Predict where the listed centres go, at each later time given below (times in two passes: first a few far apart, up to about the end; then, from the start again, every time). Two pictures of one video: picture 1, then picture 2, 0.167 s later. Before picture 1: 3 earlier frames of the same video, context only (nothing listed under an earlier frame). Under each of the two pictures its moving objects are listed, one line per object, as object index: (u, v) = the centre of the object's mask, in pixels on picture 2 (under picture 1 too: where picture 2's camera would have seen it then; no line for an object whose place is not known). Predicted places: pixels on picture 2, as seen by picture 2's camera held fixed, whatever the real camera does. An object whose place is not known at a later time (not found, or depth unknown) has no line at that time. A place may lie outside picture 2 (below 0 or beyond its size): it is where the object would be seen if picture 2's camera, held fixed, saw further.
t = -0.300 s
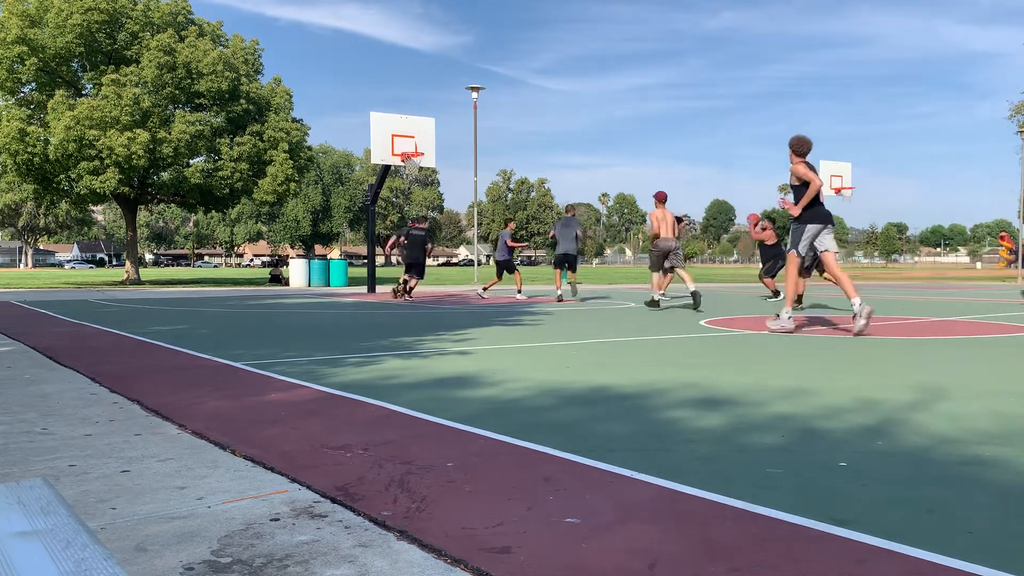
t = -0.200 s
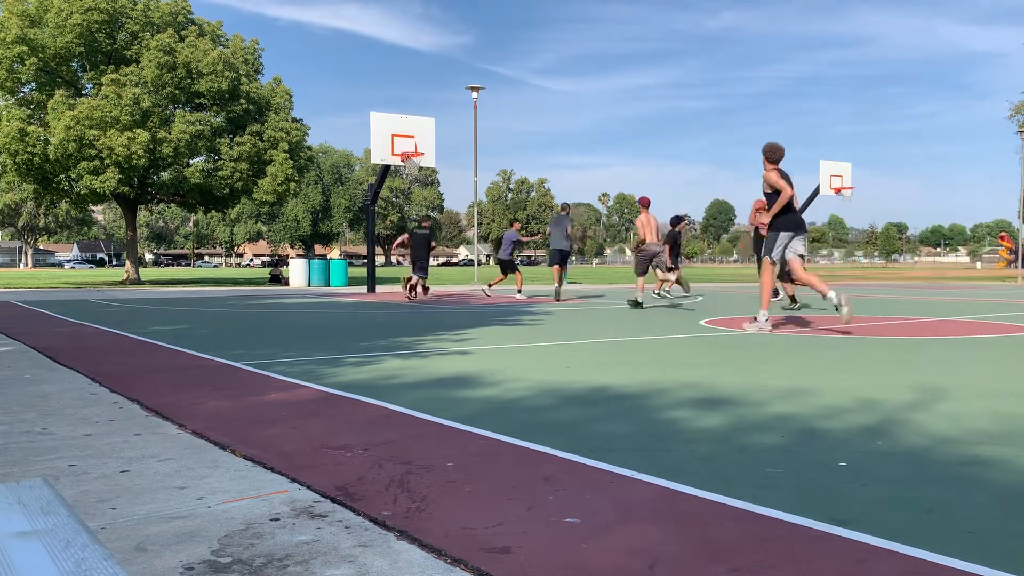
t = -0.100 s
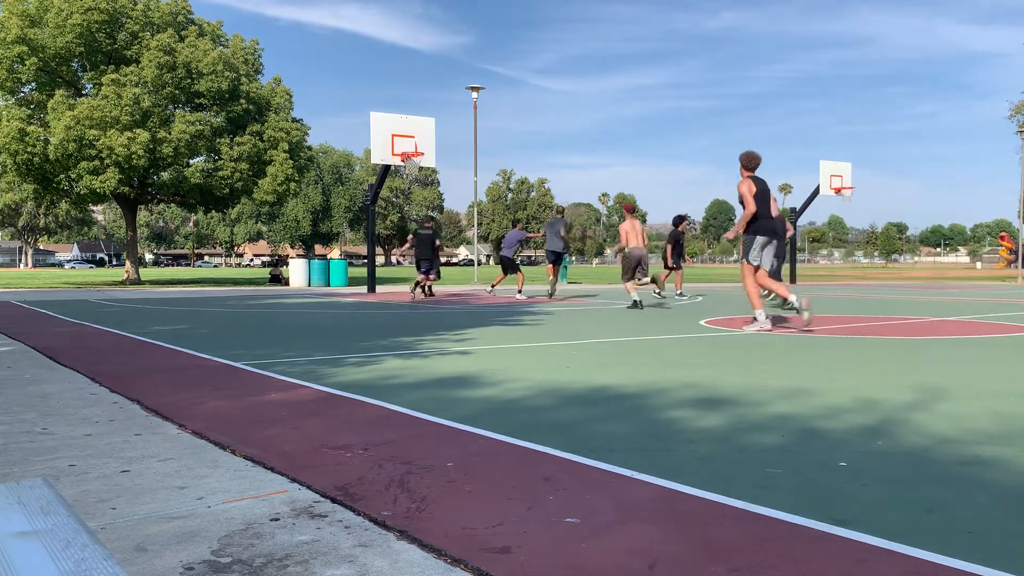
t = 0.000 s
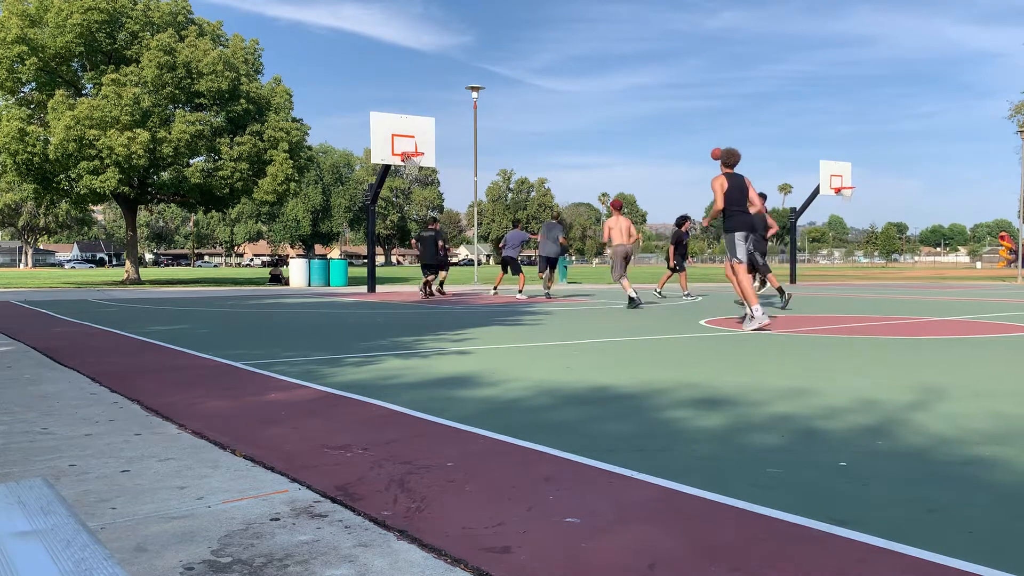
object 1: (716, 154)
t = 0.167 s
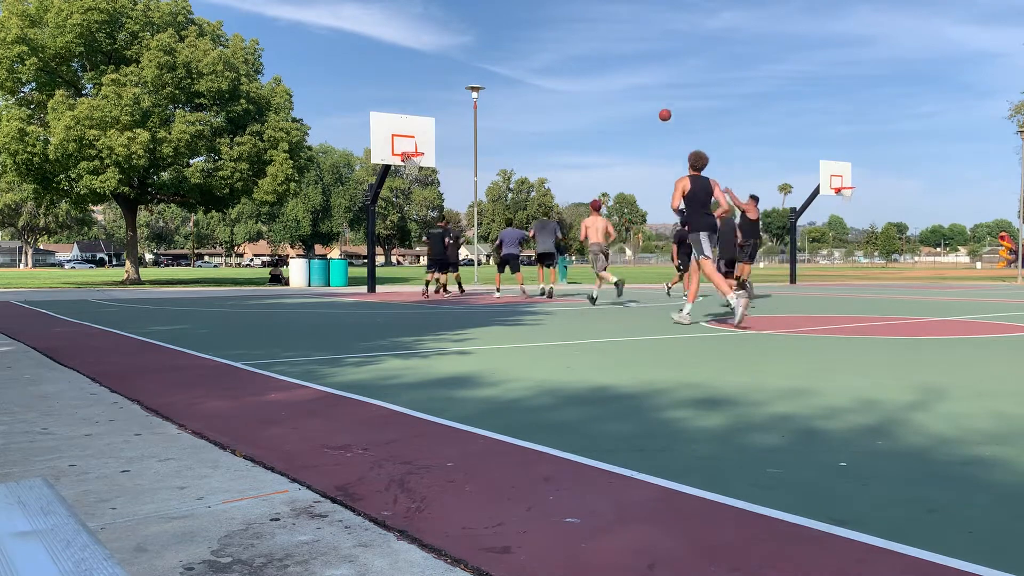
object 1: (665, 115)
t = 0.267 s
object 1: (635, 98)
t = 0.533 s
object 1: (559, 79)
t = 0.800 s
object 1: (488, 95)
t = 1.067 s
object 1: (421, 140)
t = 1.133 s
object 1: (406, 157)
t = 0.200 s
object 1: (655, 108)
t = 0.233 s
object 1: (645, 103)
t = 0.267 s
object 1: (635, 98)
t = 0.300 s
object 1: (625, 94)
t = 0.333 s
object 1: (615, 90)
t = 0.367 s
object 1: (605, 87)
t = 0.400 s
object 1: (596, 84)
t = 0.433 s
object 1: (586, 83)
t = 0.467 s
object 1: (577, 81)
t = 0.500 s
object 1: (567, 80)
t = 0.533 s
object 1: (559, 79)
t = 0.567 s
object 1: (549, 80)
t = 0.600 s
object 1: (540, 80)
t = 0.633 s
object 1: (531, 81)
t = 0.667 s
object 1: (522, 83)
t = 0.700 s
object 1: (513, 85)
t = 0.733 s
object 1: (505, 88)
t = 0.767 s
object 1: (496, 91)
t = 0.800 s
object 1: (488, 95)
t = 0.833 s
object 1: (479, 99)
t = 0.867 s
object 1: (470, 104)
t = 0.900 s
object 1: (462, 108)
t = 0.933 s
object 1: (454, 114)
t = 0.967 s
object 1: (445, 120)
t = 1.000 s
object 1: (437, 126)
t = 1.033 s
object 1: (429, 133)
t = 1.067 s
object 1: (421, 140)
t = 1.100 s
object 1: (413, 147)
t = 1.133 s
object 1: (406, 157)
